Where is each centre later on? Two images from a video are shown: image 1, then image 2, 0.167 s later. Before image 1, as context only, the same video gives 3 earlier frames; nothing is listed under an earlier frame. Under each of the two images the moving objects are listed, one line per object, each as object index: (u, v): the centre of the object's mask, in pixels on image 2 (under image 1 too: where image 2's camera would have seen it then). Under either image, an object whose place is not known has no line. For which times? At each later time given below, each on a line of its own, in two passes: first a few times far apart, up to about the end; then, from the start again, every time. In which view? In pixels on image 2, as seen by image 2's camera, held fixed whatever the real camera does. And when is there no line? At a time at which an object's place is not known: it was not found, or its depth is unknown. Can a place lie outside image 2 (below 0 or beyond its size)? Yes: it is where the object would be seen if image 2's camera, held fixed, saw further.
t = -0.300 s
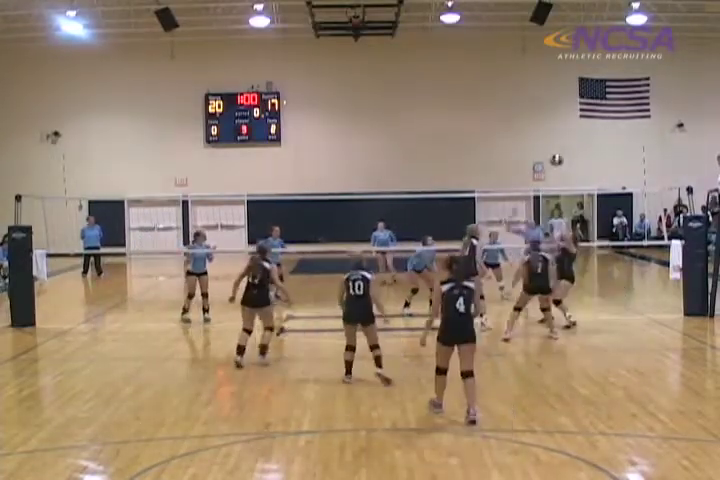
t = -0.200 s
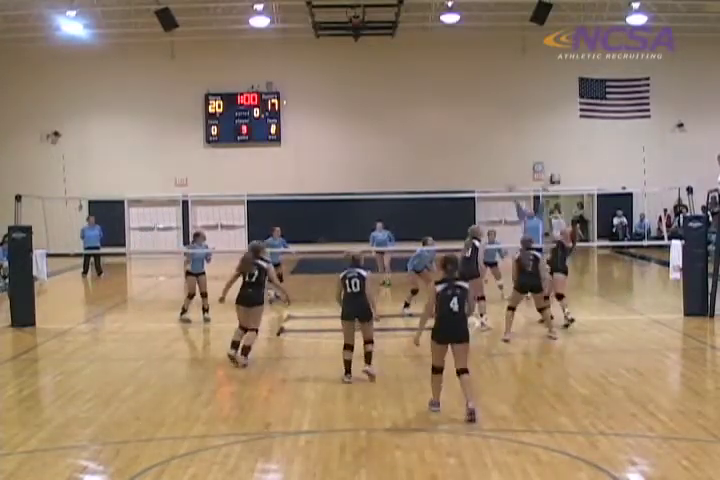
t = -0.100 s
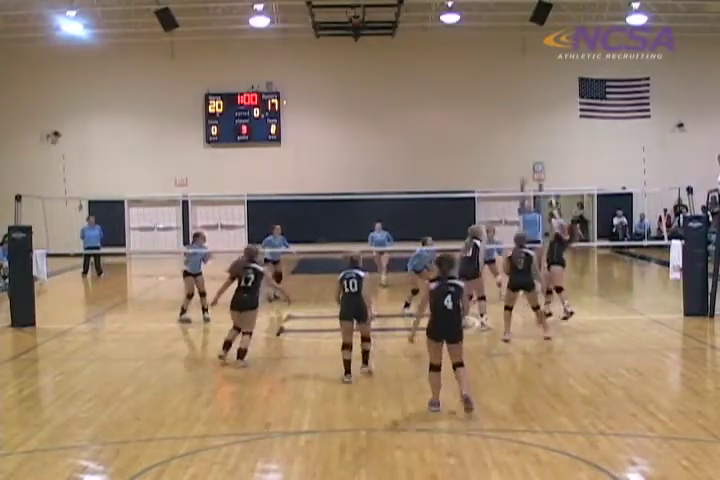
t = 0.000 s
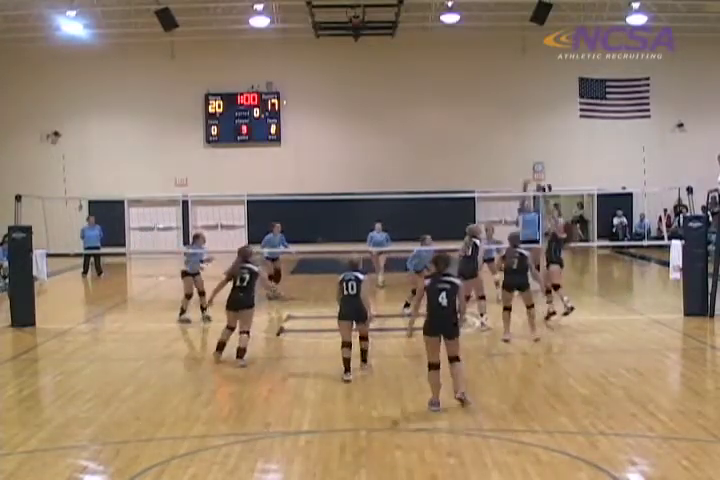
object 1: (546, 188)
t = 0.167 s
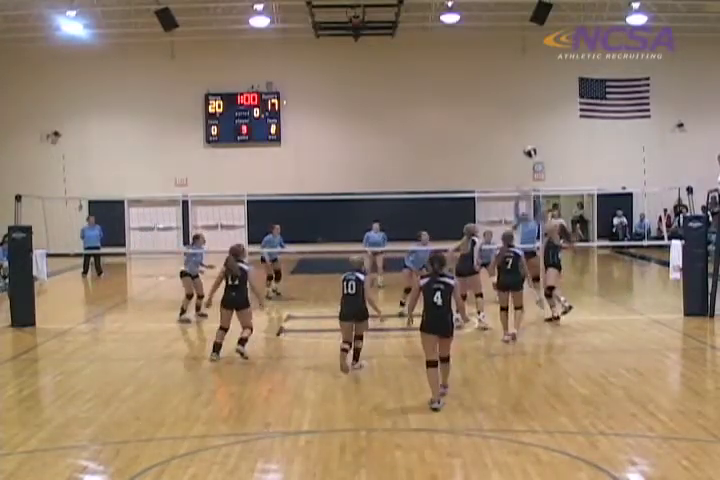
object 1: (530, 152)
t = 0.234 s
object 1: (524, 141)
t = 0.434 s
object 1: (506, 127)
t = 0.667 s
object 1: (487, 139)
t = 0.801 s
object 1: (476, 160)
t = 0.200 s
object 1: (527, 146)
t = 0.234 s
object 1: (524, 141)
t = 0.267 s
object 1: (521, 138)
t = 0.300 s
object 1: (519, 134)
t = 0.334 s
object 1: (515, 132)
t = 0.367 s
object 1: (512, 130)
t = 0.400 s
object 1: (511, 129)
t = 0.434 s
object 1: (506, 127)
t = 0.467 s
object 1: (504, 127)
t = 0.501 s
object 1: (500, 127)
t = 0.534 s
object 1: (498, 128)
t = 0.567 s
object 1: (495, 130)
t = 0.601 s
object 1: (492, 133)
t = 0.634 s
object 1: (489, 135)
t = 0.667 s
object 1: (487, 139)
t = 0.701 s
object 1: (485, 143)
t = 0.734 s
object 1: (482, 148)
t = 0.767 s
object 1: (479, 154)
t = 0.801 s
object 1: (476, 160)
